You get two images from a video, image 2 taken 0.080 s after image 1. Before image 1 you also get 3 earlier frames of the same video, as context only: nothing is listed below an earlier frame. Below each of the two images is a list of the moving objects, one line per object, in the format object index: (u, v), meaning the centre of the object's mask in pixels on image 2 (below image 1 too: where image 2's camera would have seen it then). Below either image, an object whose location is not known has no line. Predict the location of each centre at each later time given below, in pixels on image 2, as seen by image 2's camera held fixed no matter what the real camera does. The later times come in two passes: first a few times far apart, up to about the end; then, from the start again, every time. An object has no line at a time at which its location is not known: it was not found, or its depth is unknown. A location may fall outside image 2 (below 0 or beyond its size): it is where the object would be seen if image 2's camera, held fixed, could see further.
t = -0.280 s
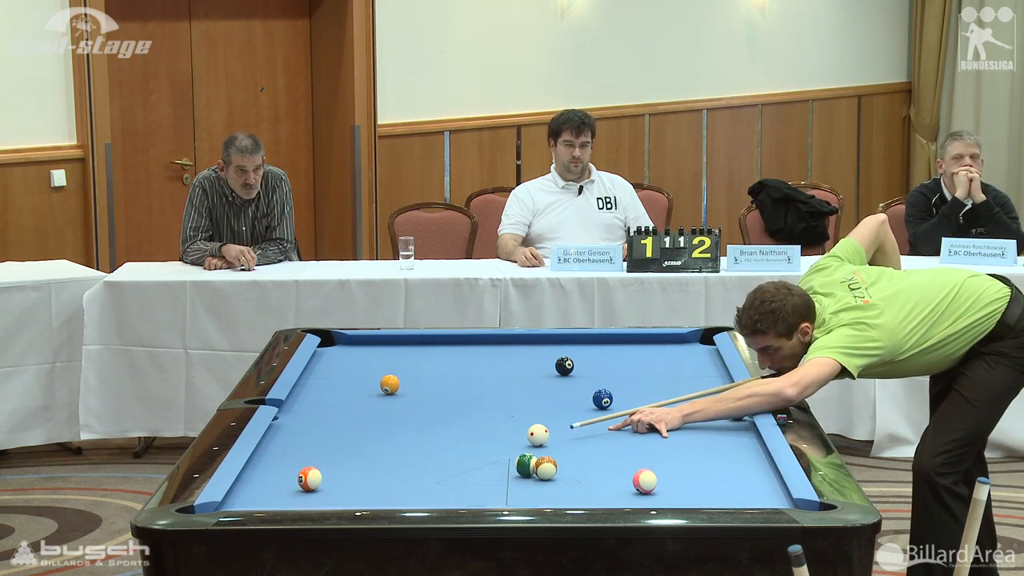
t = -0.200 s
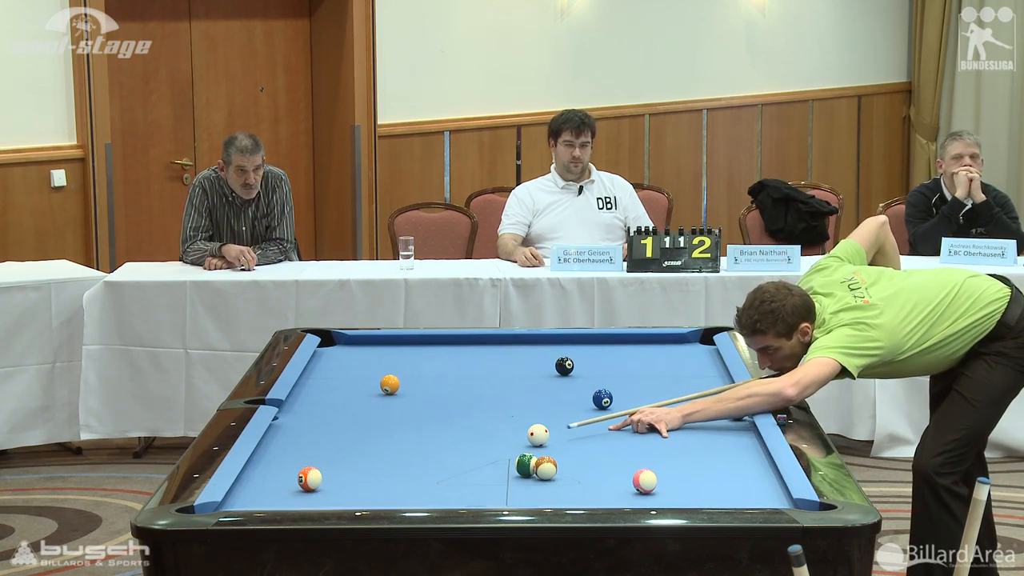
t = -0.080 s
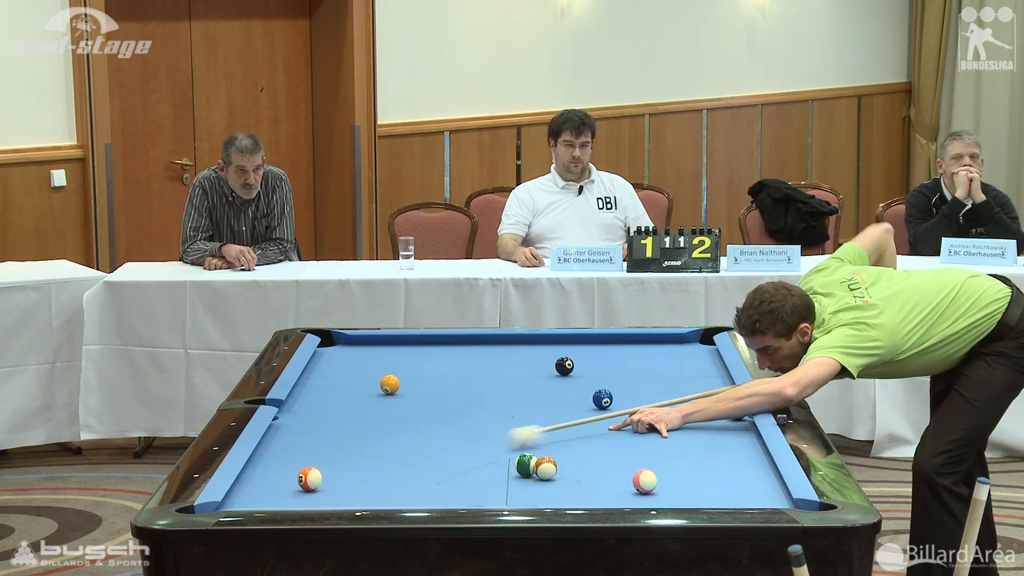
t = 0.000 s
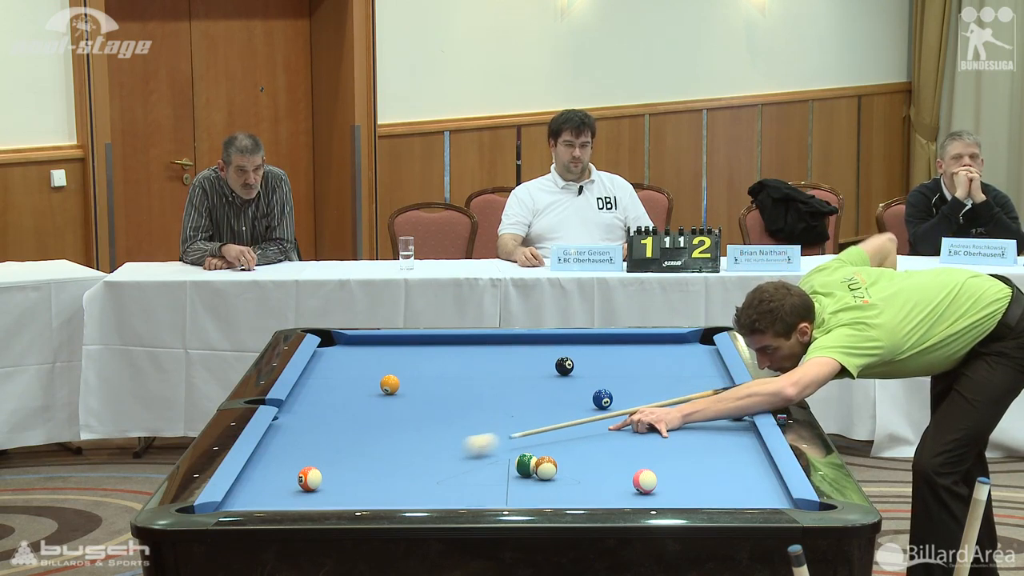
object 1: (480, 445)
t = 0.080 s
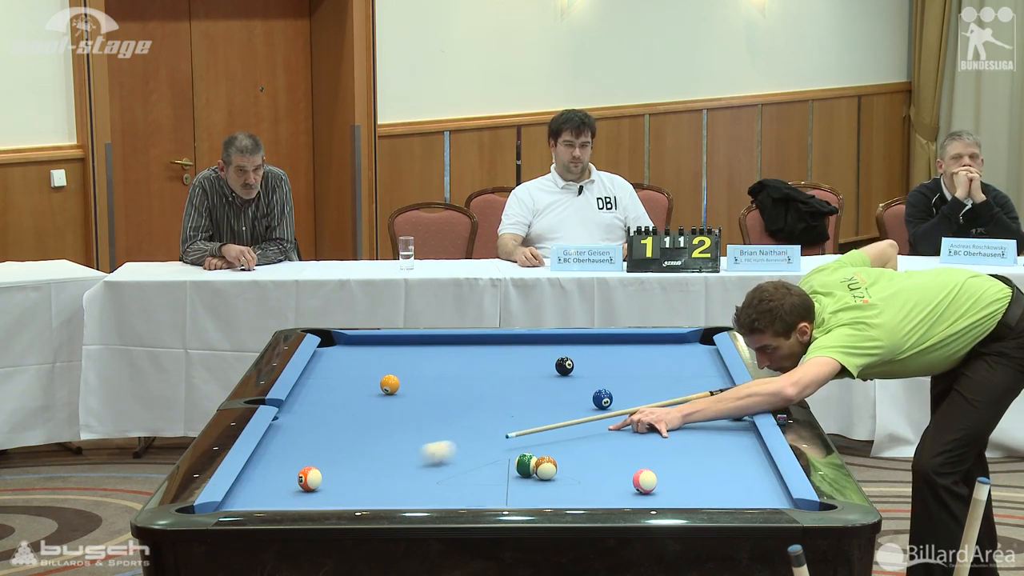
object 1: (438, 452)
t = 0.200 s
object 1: (373, 464)
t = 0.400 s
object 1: (291, 470)
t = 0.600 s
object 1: (269, 472)
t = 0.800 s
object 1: (304, 470)
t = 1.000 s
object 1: (337, 468)
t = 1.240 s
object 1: (374, 465)
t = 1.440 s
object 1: (404, 464)
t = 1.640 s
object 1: (431, 462)
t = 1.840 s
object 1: (458, 460)
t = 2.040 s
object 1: (482, 459)
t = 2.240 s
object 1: (506, 457)
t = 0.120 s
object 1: (417, 456)
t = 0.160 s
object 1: (395, 460)
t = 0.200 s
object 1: (373, 464)
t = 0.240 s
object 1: (351, 468)
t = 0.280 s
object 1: (333, 471)
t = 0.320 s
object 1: (318, 471)
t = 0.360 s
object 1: (303, 470)
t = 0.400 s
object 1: (291, 470)
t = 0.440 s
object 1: (278, 471)
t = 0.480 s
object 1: (264, 472)
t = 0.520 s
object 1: (254, 473)
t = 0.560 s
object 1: (261, 472)
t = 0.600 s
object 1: (269, 472)
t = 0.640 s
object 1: (277, 472)
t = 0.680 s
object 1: (284, 471)
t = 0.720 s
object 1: (291, 471)
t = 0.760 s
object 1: (298, 470)
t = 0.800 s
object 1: (304, 470)
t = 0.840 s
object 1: (311, 469)
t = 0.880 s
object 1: (318, 469)
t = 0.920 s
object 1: (324, 468)
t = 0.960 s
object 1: (331, 468)
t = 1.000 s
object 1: (337, 468)
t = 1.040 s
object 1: (343, 467)
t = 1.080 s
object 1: (350, 467)
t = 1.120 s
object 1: (356, 466)
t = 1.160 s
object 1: (362, 466)
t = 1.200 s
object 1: (368, 466)
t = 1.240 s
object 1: (374, 465)
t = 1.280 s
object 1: (380, 465)
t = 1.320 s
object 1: (386, 465)
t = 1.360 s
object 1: (392, 464)
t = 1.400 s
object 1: (398, 464)
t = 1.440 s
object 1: (404, 464)
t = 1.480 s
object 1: (409, 463)
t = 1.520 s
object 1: (415, 463)
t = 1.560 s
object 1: (420, 463)
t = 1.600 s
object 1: (426, 462)
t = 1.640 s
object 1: (431, 462)
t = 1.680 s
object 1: (437, 462)
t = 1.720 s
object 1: (442, 461)
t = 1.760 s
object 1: (447, 461)
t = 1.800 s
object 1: (453, 461)
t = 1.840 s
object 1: (458, 460)
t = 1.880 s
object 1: (463, 460)
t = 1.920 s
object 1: (467, 460)
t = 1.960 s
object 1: (473, 460)
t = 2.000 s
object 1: (477, 459)
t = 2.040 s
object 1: (482, 459)
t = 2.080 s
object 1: (487, 459)
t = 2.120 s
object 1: (492, 458)
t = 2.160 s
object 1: (496, 458)
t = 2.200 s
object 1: (501, 458)
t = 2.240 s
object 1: (506, 457)
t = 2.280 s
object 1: (509, 457)
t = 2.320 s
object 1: (512, 455)
